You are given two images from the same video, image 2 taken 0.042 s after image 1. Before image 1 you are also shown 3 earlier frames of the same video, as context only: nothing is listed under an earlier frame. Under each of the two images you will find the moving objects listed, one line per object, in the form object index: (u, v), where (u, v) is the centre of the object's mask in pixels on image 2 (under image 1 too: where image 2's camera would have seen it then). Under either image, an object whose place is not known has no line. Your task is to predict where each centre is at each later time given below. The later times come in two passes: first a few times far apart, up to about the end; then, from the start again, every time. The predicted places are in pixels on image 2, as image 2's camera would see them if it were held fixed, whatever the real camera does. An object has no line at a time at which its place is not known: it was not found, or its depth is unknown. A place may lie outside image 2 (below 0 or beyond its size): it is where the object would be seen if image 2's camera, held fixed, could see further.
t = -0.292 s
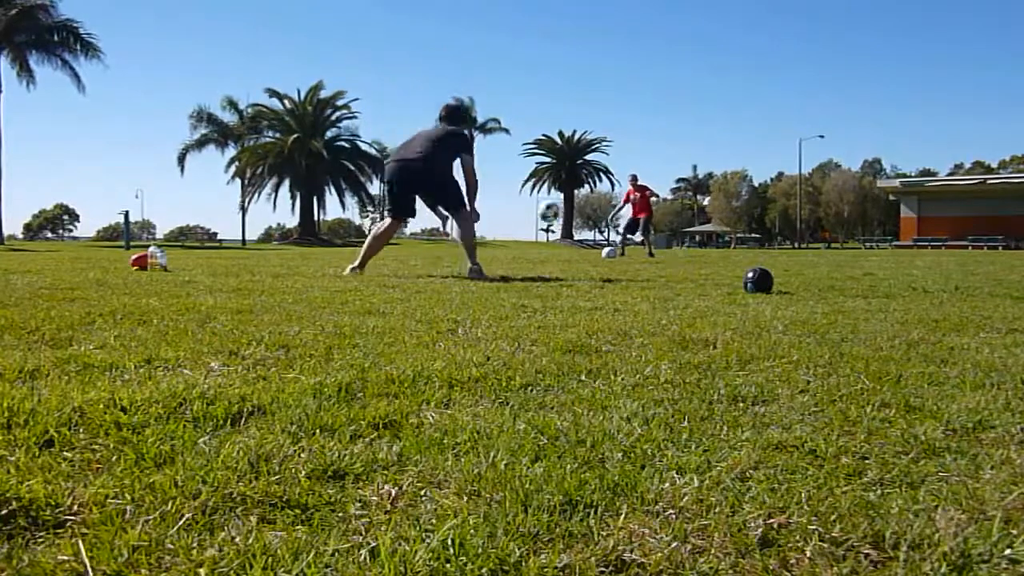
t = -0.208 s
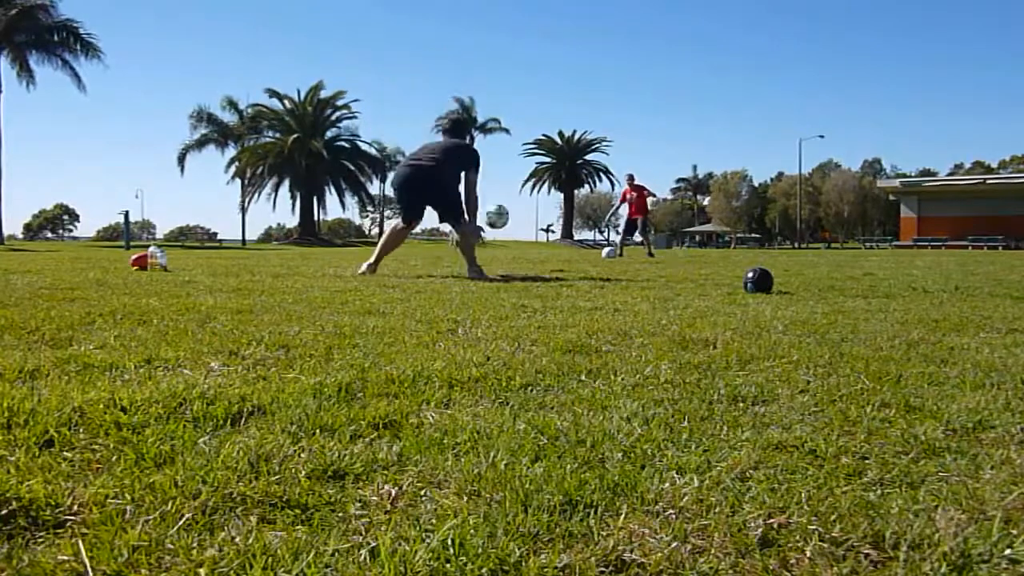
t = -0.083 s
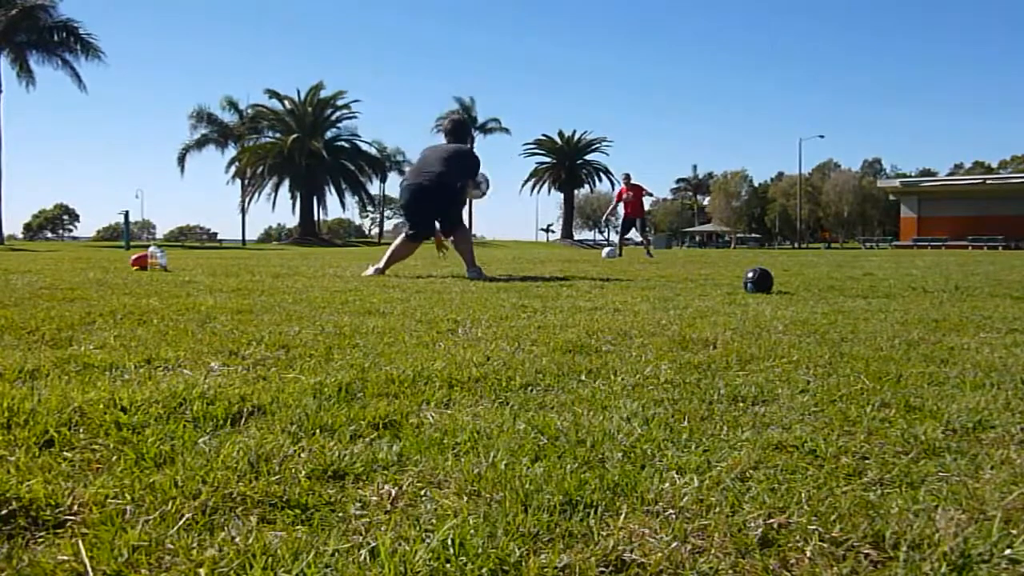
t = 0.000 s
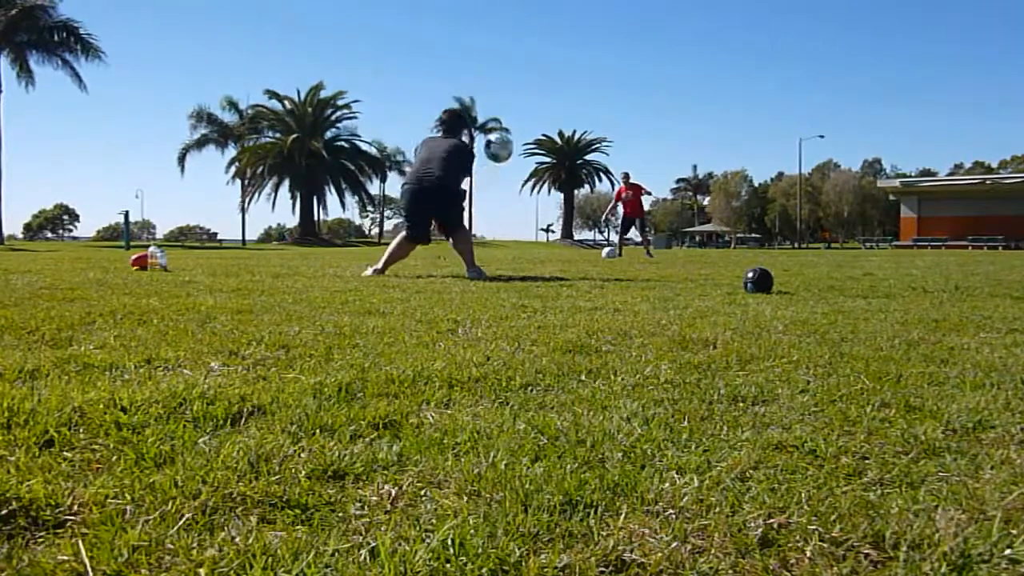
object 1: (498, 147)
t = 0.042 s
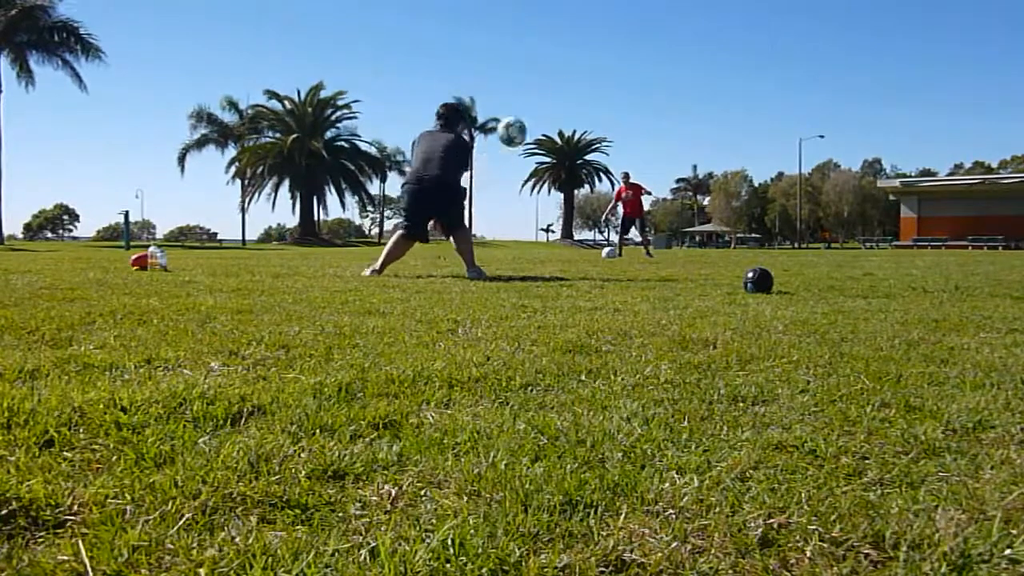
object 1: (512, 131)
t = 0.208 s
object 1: (568, 92)
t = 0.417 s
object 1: (639, 100)
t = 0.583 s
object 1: (698, 153)
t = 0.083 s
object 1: (526, 118)
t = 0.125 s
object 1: (540, 108)
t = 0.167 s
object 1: (554, 98)
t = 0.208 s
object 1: (568, 92)
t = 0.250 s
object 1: (582, 89)
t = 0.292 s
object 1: (597, 87)
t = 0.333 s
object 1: (610, 89)
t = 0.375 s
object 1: (625, 93)
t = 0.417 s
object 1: (639, 100)
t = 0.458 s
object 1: (654, 109)
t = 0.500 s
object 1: (669, 121)
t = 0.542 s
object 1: (683, 136)
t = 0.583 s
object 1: (698, 153)
